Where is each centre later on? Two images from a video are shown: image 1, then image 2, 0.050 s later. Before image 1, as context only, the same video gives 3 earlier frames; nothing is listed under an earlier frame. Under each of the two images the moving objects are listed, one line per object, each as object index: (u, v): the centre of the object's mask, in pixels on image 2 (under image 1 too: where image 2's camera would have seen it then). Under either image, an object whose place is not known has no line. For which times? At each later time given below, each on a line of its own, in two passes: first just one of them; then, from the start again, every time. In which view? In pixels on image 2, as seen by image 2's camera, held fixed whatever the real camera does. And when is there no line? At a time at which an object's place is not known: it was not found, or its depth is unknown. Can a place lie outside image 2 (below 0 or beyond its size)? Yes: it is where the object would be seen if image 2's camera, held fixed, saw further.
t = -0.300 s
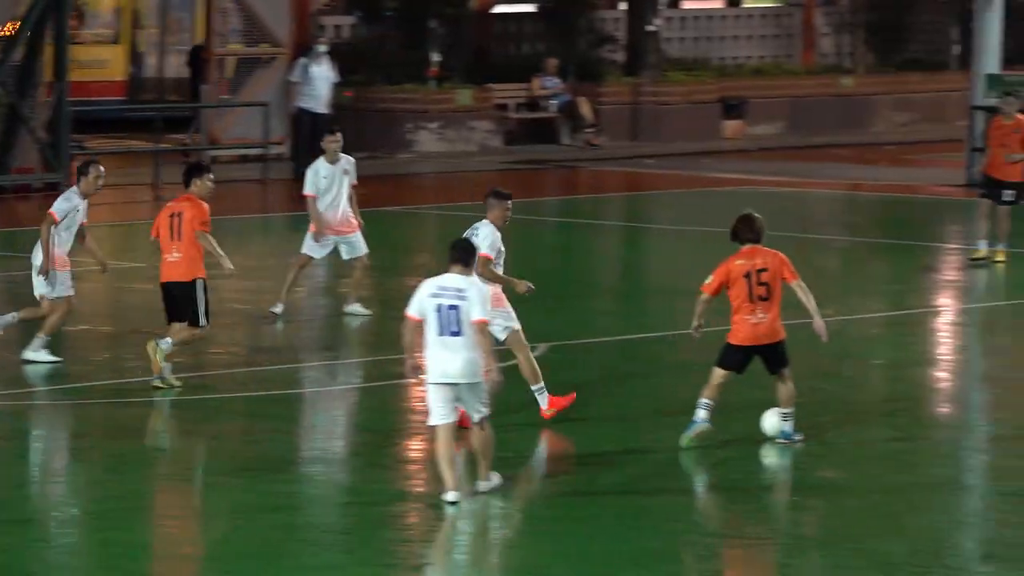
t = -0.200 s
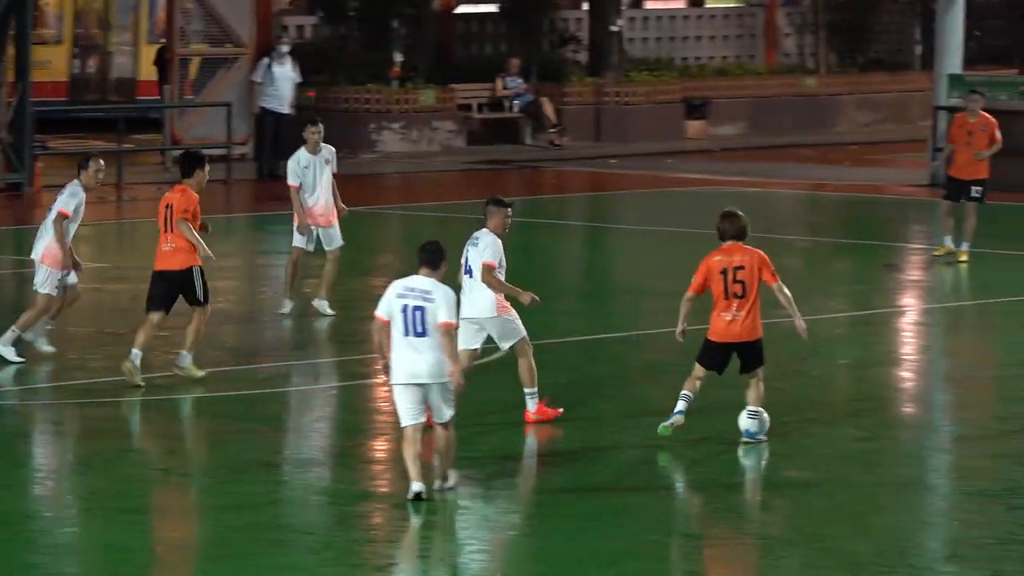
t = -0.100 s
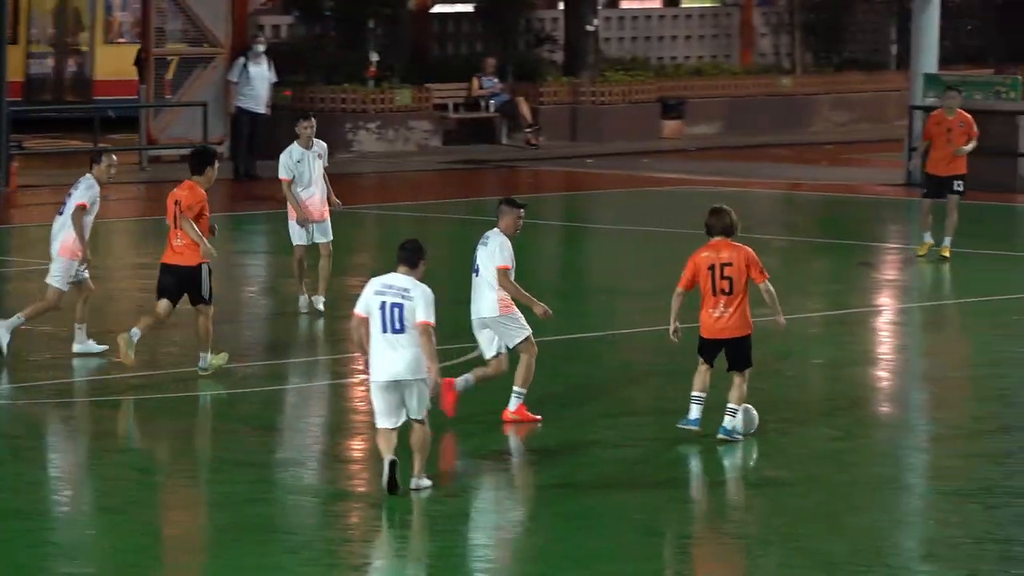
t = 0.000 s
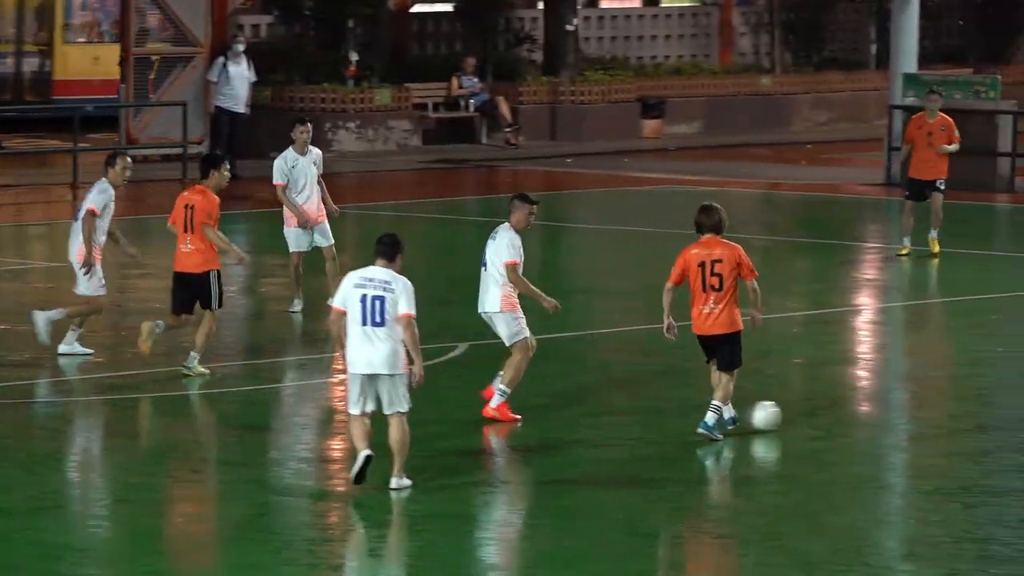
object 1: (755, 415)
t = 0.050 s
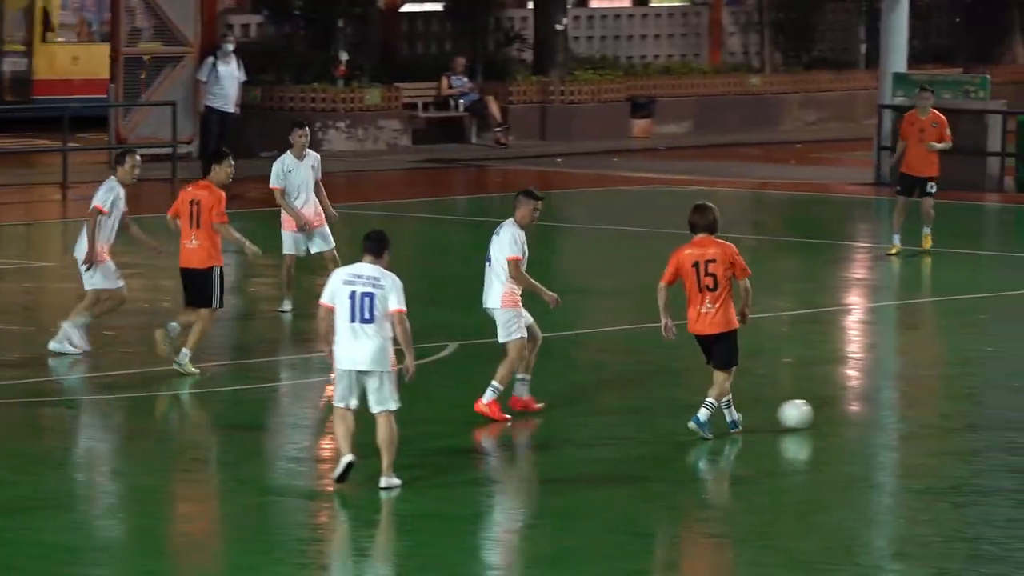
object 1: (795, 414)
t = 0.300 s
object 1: (977, 407)
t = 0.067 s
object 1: (808, 413)
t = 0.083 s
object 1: (822, 413)
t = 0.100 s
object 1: (835, 412)
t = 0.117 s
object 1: (848, 412)
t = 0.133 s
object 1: (861, 411)
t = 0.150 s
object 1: (873, 411)
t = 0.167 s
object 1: (886, 410)
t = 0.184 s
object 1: (897, 410)
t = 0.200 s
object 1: (910, 410)
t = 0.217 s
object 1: (921, 409)
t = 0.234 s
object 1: (933, 408)
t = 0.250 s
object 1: (944, 408)
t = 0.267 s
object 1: (955, 407)
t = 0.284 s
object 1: (966, 407)
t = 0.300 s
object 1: (977, 407)
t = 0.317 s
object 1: (988, 406)
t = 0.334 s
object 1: (998, 406)
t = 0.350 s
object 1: (1009, 406)
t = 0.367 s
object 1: (1019, 406)
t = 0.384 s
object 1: (1029, 405)
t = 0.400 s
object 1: (1039, 405)
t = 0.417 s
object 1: (1049, 405)
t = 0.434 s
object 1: (1058, 404)
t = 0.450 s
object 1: (1067, 404)
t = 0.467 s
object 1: (1077, 404)
